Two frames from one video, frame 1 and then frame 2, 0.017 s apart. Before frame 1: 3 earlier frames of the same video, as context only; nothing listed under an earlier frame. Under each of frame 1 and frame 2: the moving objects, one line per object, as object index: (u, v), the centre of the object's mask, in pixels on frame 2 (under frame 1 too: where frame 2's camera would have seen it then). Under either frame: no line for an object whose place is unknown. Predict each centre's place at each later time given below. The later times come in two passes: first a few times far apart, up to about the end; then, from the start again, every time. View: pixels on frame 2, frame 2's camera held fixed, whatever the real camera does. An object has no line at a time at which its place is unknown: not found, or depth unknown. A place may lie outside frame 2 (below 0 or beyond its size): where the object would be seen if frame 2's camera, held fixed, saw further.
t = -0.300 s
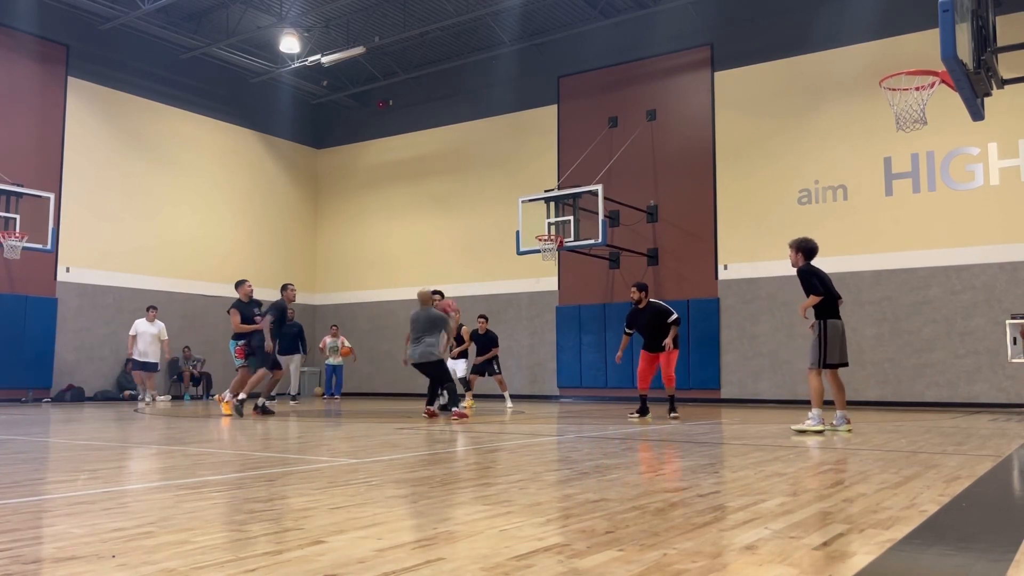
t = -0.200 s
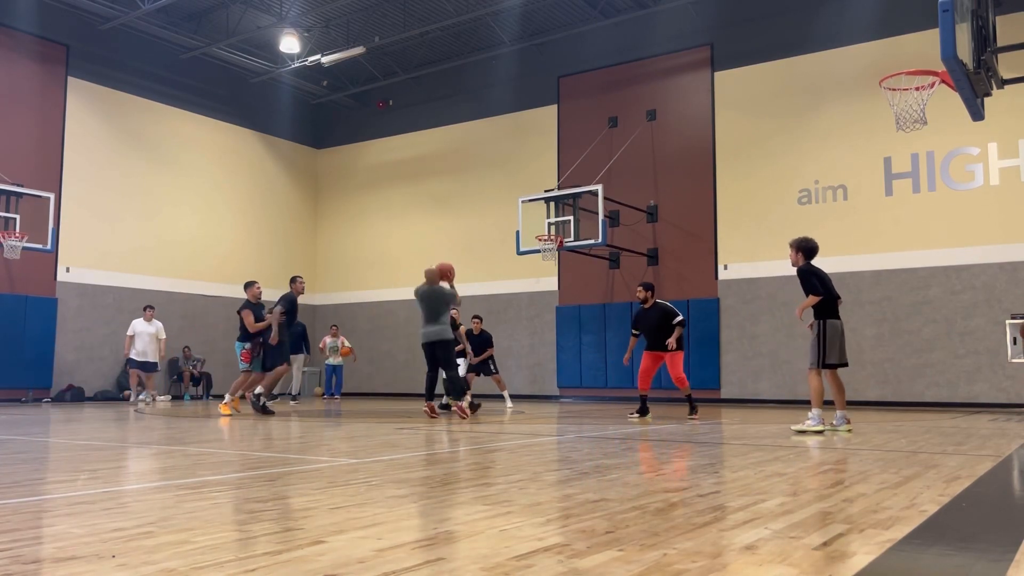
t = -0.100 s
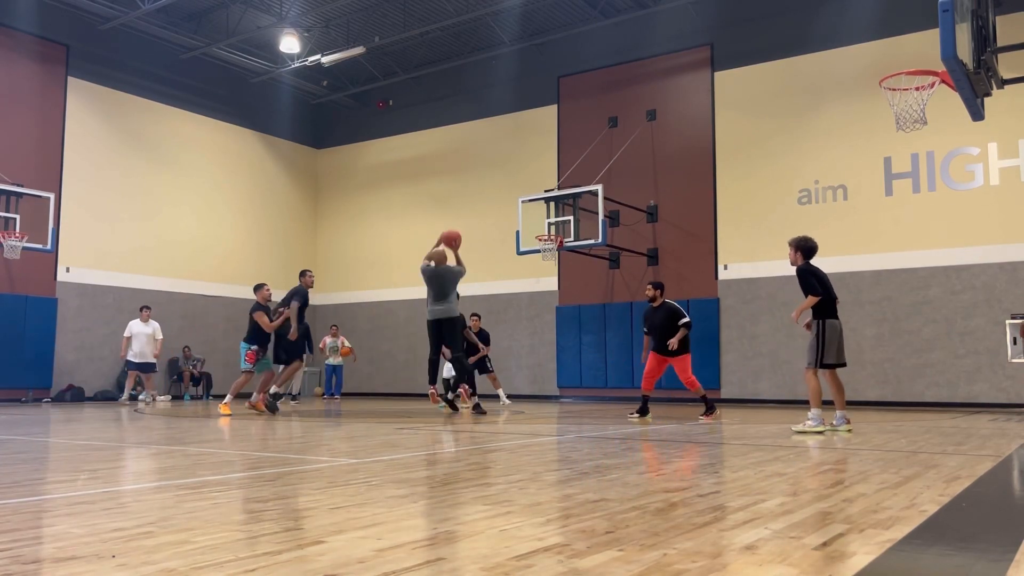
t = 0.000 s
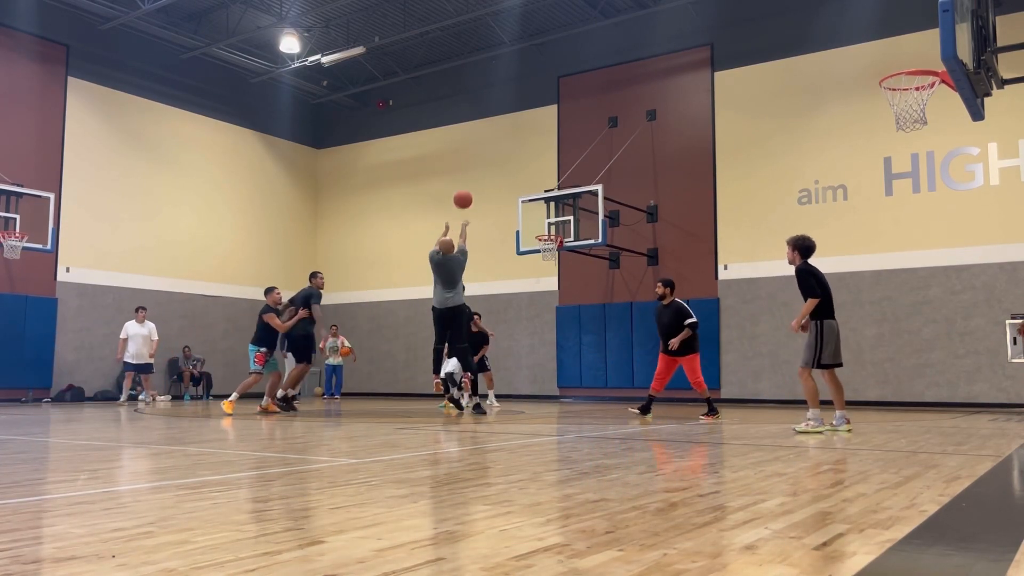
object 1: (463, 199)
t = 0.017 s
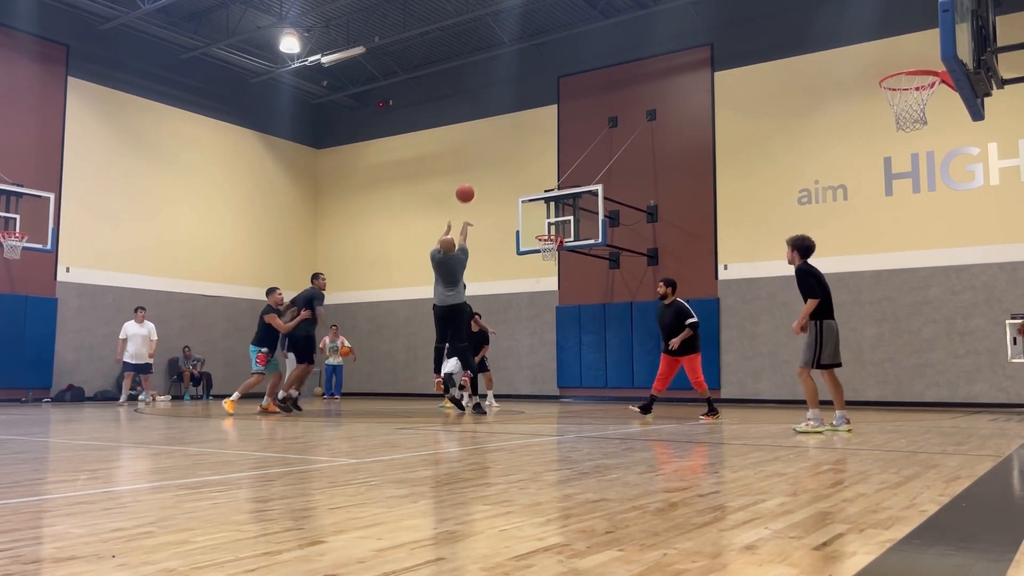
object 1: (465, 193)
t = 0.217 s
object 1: (486, 142)
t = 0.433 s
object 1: (505, 125)
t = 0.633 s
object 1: (520, 135)
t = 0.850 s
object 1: (534, 170)
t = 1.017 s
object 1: (543, 210)
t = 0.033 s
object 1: (467, 188)
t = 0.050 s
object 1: (469, 182)
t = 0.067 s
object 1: (470, 177)
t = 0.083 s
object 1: (472, 173)
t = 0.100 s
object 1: (474, 168)
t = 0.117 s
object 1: (476, 163)
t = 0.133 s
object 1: (478, 159)
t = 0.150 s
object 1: (479, 156)
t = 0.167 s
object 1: (481, 152)
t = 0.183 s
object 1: (483, 149)
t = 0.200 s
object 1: (484, 145)
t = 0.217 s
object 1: (486, 142)
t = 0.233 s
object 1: (487, 140)
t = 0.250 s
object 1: (489, 137)
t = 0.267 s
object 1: (491, 135)
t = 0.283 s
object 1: (492, 133)
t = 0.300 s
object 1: (494, 132)
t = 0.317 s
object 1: (495, 130)
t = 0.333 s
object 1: (497, 129)
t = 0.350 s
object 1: (498, 128)
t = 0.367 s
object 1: (500, 127)
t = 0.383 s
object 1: (501, 126)
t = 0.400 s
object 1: (502, 125)
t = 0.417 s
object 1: (504, 125)
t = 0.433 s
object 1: (505, 125)
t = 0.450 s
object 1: (507, 125)
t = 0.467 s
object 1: (508, 125)
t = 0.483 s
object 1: (509, 125)
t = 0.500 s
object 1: (511, 126)
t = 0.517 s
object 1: (512, 127)
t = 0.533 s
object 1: (513, 127)
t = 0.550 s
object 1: (514, 128)
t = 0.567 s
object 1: (516, 129)
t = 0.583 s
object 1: (517, 131)
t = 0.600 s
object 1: (518, 132)
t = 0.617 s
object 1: (519, 134)
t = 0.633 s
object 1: (520, 135)
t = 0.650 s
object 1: (521, 137)
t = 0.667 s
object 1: (523, 139)
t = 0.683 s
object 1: (524, 142)
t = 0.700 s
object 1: (525, 144)
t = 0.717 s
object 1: (526, 146)
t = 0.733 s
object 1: (527, 149)
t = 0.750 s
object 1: (528, 152)
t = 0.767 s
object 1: (529, 154)
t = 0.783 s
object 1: (530, 157)
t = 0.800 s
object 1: (531, 160)
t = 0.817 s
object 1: (532, 163)
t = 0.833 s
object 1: (533, 167)
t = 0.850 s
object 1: (534, 170)
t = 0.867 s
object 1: (535, 174)
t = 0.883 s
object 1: (536, 177)
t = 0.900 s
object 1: (537, 181)
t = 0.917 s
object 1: (538, 185)
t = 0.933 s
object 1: (539, 189)
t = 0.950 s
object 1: (540, 193)
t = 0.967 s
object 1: (541, 198)
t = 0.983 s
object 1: (542, 202)
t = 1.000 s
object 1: (542, 206)
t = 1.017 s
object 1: (543, 210)
